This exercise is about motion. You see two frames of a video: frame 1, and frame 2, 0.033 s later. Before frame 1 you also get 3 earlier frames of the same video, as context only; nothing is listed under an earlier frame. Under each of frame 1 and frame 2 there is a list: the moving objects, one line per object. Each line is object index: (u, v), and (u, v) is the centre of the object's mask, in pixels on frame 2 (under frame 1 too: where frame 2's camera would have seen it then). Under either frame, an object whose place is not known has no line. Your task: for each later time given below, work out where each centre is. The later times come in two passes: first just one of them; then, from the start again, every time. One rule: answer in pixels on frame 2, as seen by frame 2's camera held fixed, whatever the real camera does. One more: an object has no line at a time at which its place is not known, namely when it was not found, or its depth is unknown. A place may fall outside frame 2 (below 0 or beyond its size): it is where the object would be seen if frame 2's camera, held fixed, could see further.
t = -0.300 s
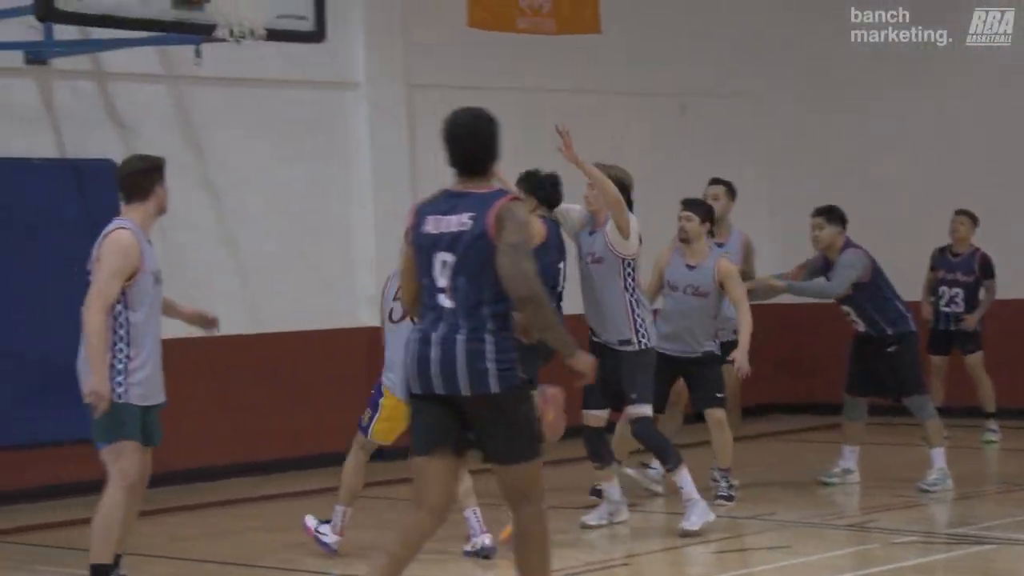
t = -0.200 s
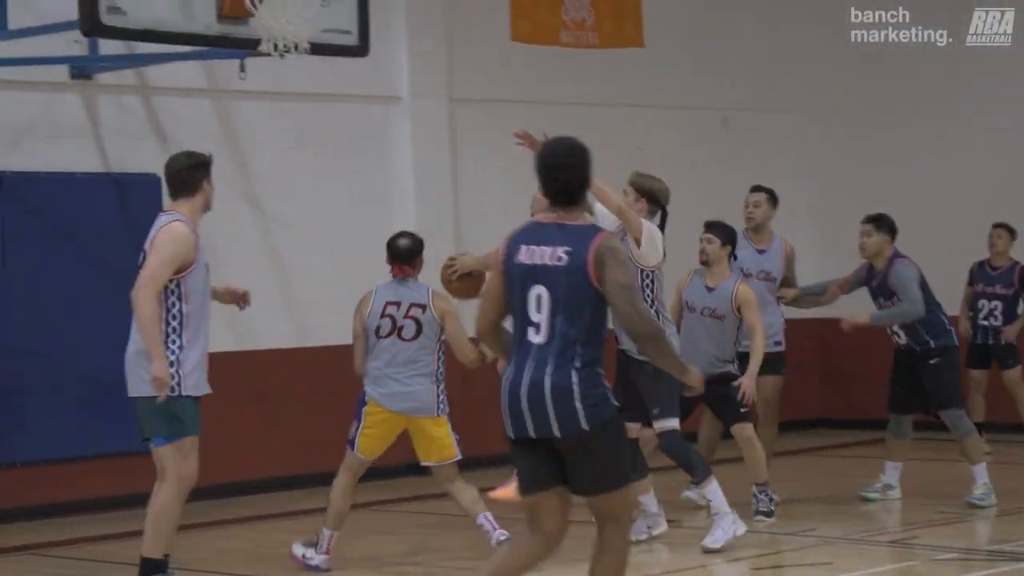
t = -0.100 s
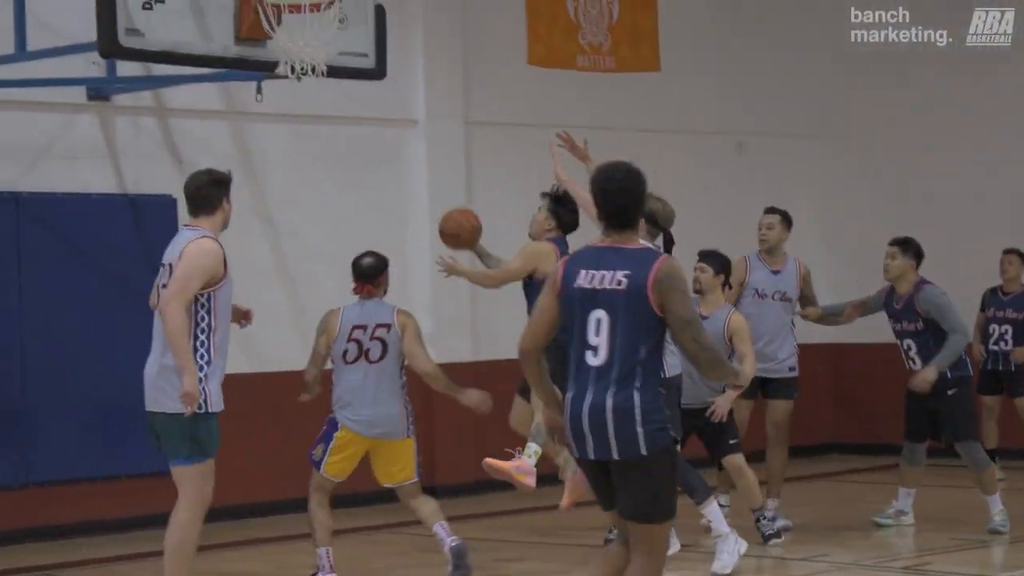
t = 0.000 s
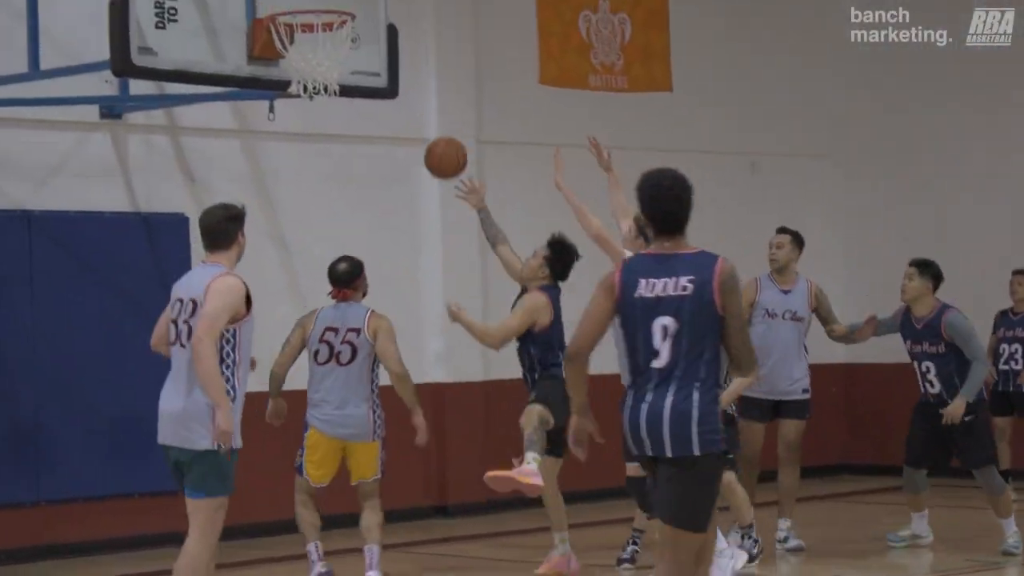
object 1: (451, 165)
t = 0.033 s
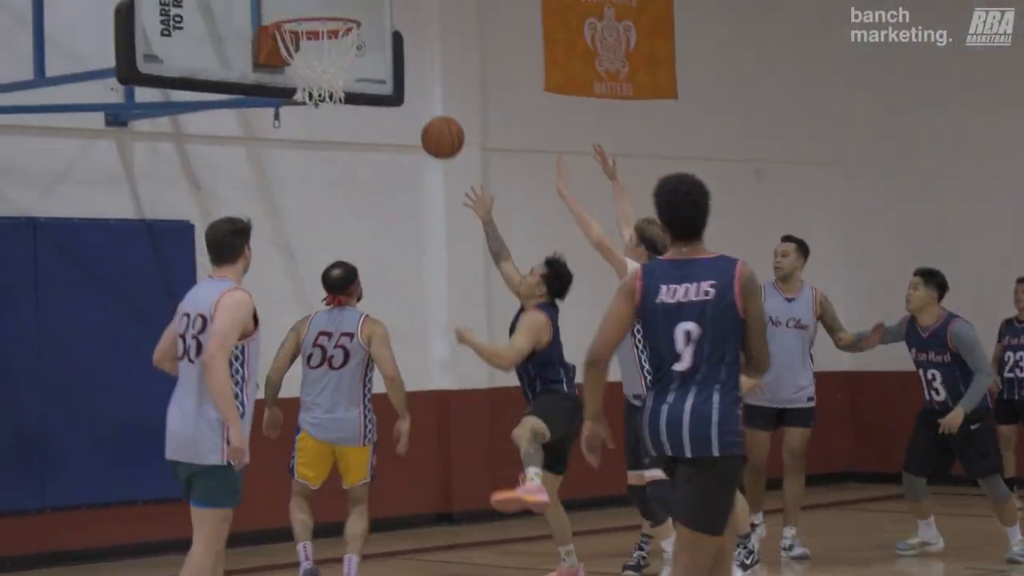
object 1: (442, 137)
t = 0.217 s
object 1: (398, 17)
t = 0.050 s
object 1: (438, 124)
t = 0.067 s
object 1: (435, 111)
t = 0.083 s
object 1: (431, 99)
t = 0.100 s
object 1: (427, 87)
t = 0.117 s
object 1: (422, 76)
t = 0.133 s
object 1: (419, 65)
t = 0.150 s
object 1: (415, 54)
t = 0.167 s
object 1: (411, 44)
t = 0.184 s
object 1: (406, 35)
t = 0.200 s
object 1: (403, 26)
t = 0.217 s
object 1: (398, 17)
